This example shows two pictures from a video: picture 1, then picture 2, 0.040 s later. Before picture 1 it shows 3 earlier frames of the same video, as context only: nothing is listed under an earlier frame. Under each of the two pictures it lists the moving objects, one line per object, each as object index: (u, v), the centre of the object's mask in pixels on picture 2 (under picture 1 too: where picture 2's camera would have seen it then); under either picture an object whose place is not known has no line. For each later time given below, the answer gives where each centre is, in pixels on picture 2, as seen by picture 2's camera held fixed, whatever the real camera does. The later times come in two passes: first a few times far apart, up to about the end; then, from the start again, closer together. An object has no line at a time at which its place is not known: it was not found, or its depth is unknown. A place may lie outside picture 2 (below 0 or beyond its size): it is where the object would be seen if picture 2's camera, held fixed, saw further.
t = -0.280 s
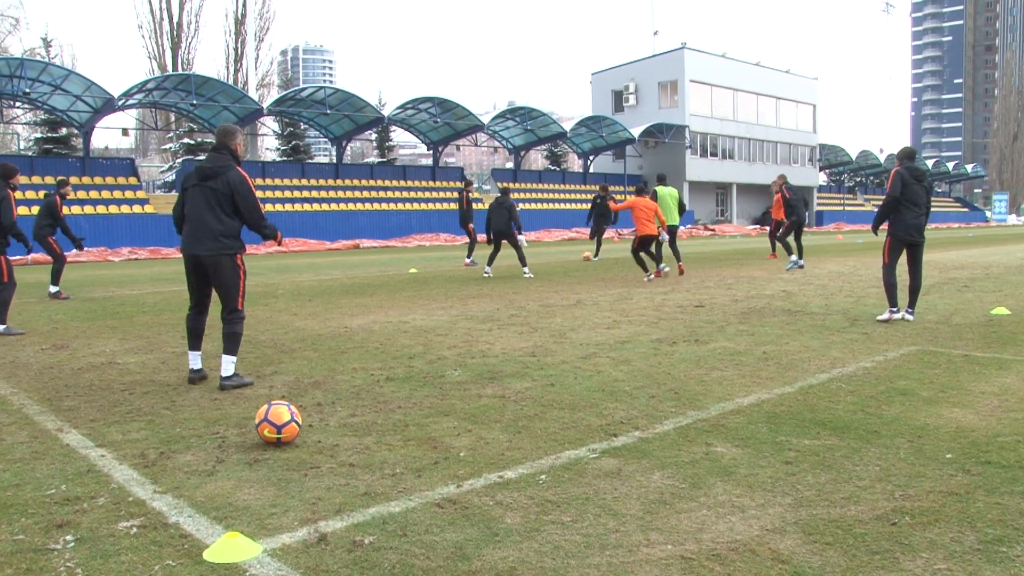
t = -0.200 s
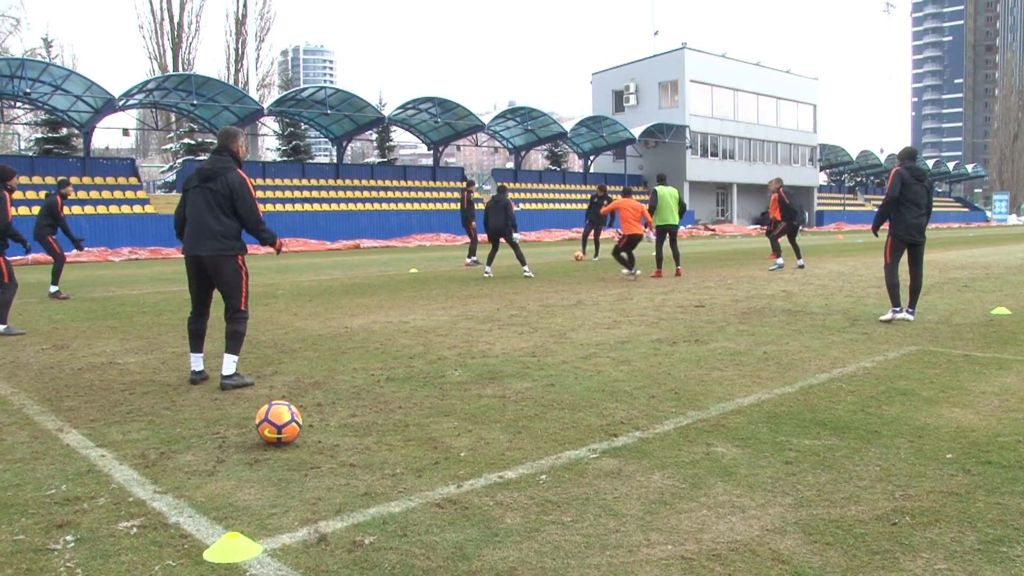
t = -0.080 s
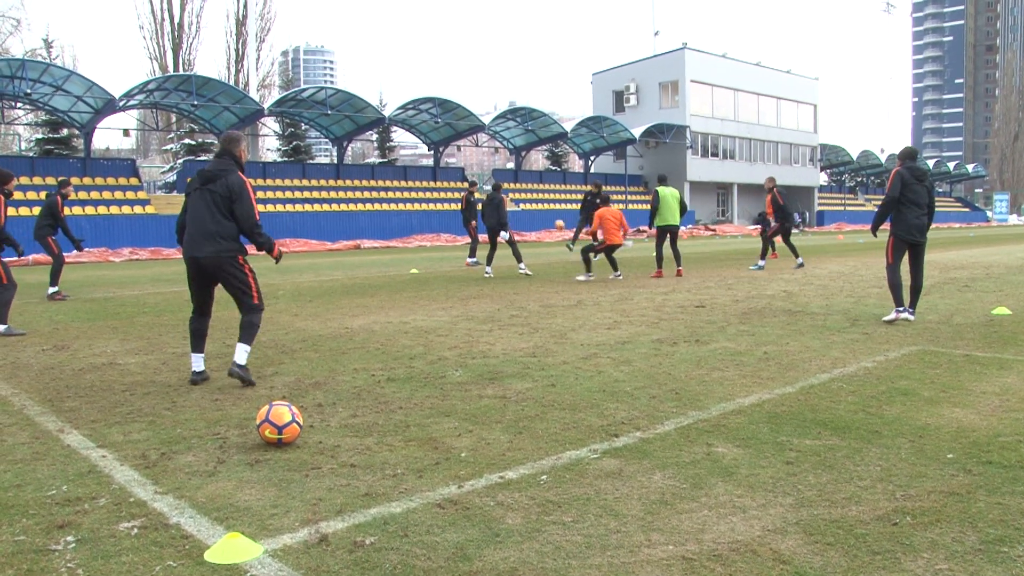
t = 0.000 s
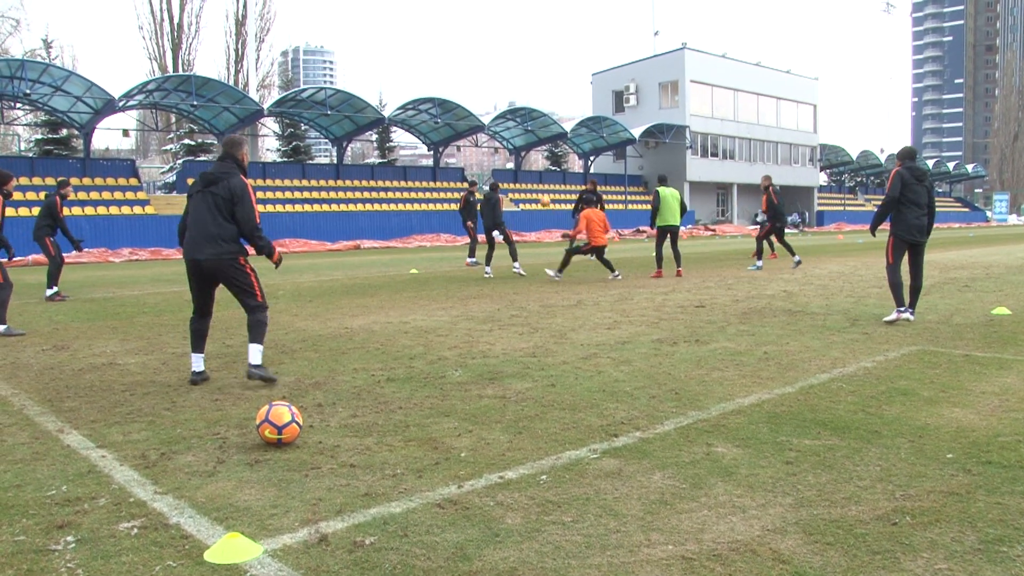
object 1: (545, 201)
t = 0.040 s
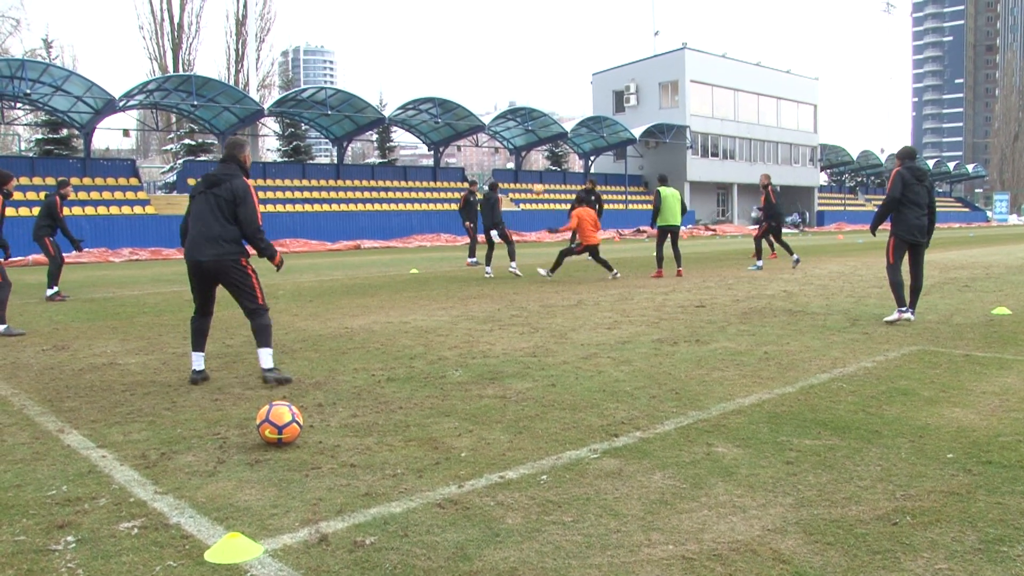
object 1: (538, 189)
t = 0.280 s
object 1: (485, 126)
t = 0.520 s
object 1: (420, 74)
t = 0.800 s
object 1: (319, 42)
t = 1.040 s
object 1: (194, 57)
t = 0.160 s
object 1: (514, 156)
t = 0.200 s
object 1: (505, 146)
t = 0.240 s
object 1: (495, 134)
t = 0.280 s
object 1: (485, 126)
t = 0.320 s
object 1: (475, 116)
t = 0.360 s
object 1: (465, 106)
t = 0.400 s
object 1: (455, 97)
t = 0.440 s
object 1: (444, 89)
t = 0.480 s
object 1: (432, 81)
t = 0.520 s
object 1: (420, 74)
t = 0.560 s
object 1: (407, 67)
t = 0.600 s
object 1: (395, 61)
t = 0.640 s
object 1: (381, 56)
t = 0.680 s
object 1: (367, 51)
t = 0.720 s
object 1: (351, 47)
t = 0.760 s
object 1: (335, 44)
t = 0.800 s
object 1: (319, 42)
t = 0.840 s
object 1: (302, 42)
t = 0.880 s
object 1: (283, 42)
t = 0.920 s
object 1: (263, 43)
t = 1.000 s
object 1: (220, 50)
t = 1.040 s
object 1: (194, 57)
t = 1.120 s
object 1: (144, 74)
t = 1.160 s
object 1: (114, 87)
